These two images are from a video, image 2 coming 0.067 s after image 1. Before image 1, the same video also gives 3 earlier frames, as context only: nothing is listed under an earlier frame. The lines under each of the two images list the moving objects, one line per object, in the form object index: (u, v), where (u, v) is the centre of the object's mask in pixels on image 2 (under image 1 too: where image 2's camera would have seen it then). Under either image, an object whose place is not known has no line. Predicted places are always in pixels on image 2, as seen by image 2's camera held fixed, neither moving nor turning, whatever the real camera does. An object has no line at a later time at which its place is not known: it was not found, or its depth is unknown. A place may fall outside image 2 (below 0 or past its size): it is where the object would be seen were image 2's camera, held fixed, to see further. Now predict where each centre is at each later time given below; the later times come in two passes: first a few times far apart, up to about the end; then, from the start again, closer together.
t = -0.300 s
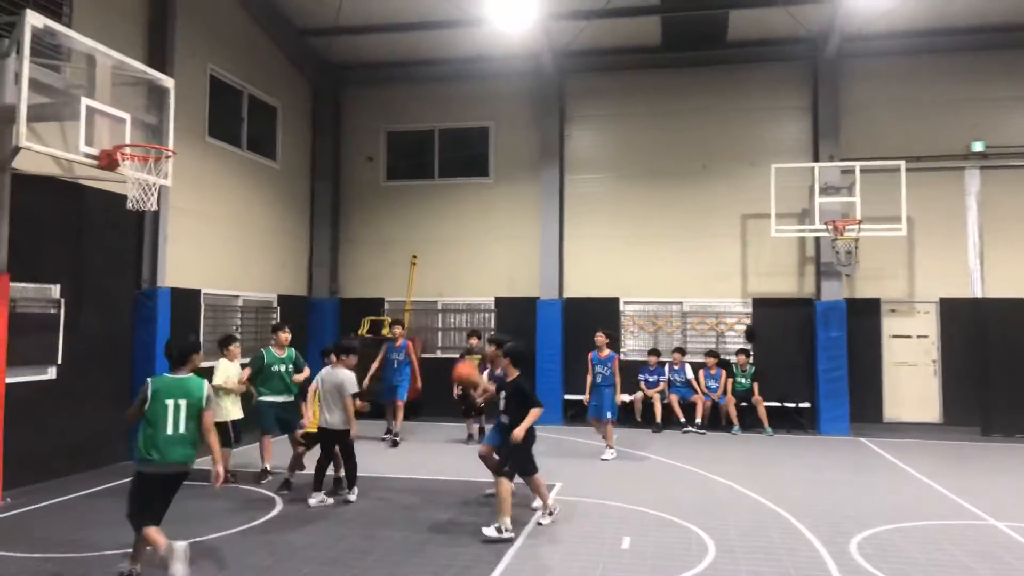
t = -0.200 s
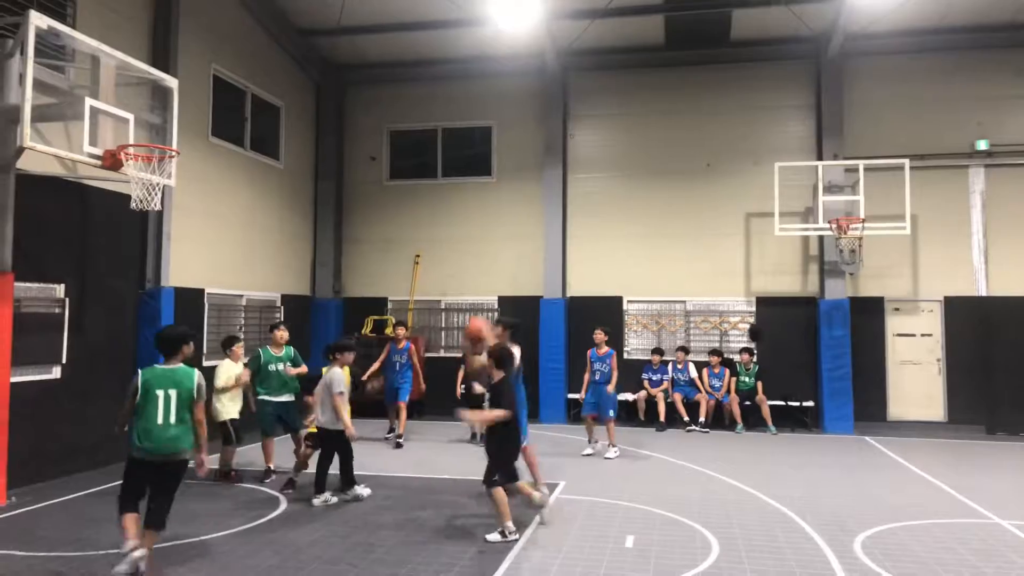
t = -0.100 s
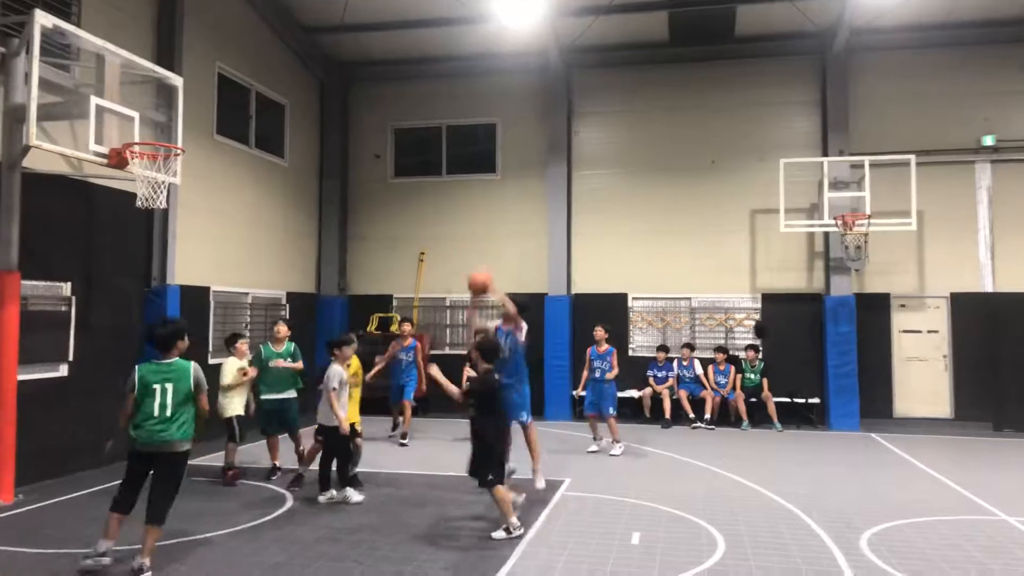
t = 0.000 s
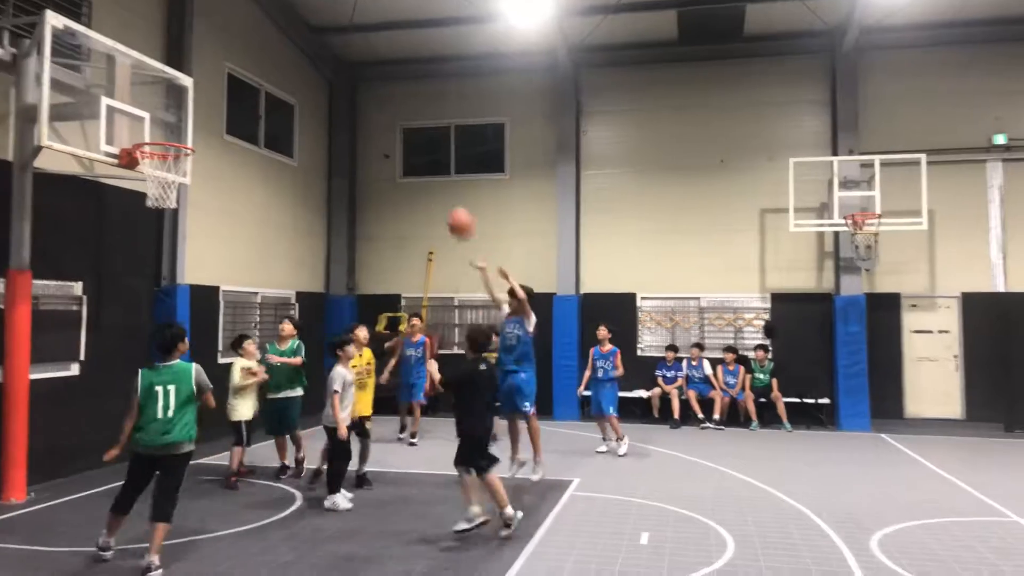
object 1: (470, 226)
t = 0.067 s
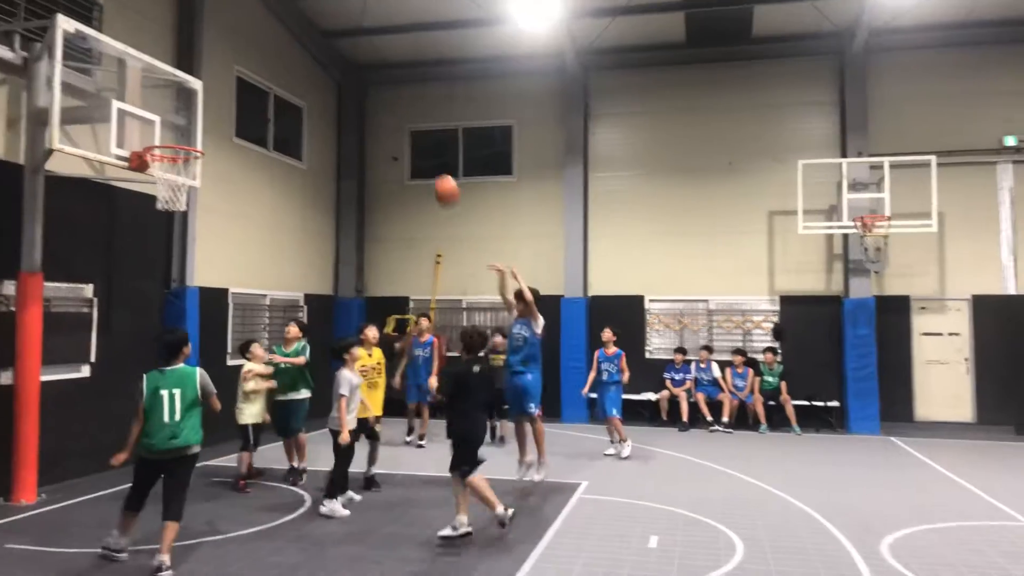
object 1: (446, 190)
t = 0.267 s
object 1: (379, 110)
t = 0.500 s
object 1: (303, 71)
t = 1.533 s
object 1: (254, 167)
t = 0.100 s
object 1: (434, 173)
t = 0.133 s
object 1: (424, 159)
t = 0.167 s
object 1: (412, 145)
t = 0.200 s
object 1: (402, 131)
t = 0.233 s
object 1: (390, 120)
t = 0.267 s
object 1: (379, 110)
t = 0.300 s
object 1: (368, 101)
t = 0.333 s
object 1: (357, 93)
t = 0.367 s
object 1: (347, 86)
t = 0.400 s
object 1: (336, 80)
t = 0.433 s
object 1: (324, 76)
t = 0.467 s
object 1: (314, 73)
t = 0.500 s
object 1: (303, 71)
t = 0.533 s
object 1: (293, 71)
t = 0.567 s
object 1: (282, 71)
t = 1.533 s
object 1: (254, 167)
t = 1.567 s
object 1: (259, 179)
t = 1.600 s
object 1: (263, 191)
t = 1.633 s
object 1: (267, 203)
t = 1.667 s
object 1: (269, 218)
